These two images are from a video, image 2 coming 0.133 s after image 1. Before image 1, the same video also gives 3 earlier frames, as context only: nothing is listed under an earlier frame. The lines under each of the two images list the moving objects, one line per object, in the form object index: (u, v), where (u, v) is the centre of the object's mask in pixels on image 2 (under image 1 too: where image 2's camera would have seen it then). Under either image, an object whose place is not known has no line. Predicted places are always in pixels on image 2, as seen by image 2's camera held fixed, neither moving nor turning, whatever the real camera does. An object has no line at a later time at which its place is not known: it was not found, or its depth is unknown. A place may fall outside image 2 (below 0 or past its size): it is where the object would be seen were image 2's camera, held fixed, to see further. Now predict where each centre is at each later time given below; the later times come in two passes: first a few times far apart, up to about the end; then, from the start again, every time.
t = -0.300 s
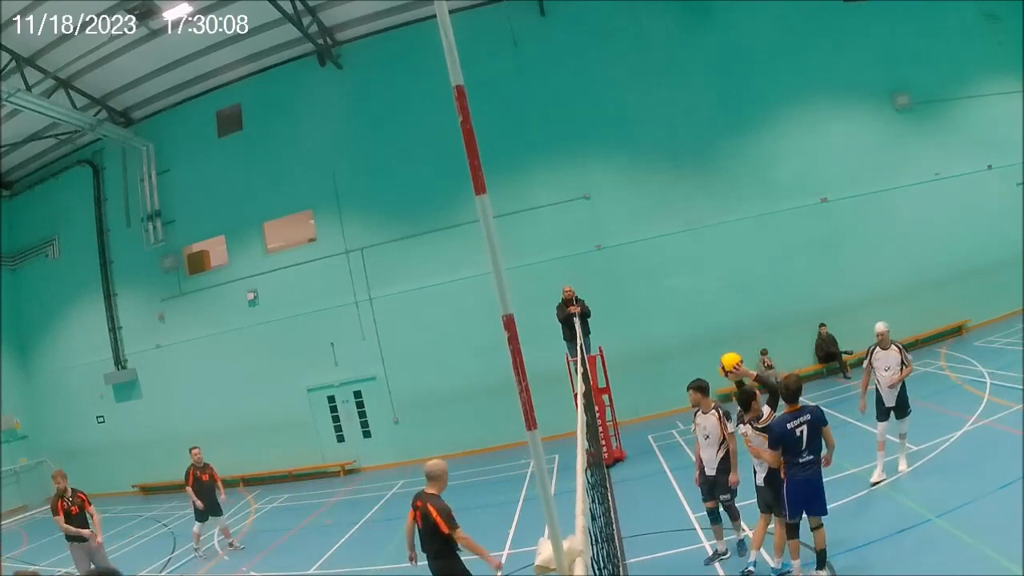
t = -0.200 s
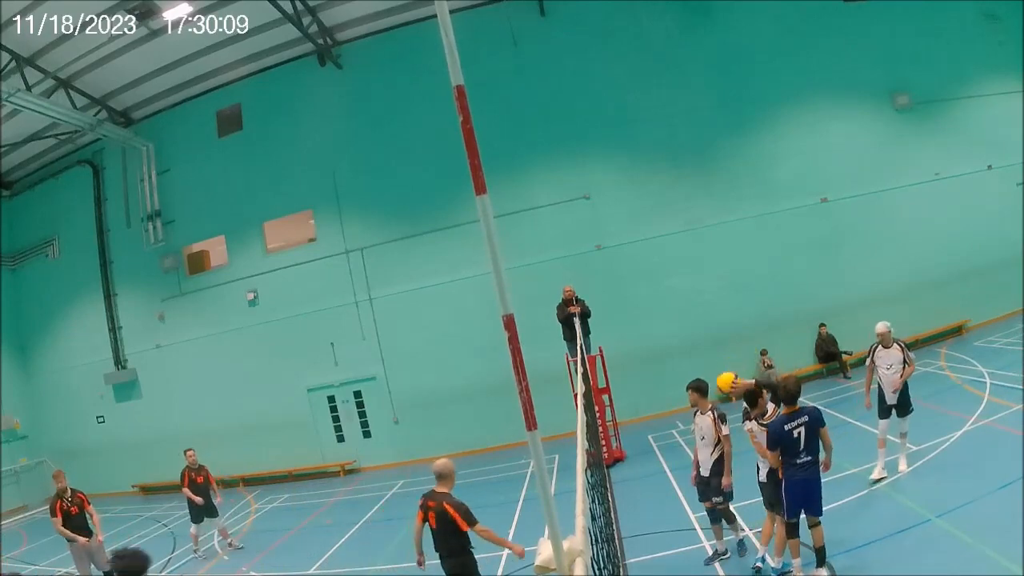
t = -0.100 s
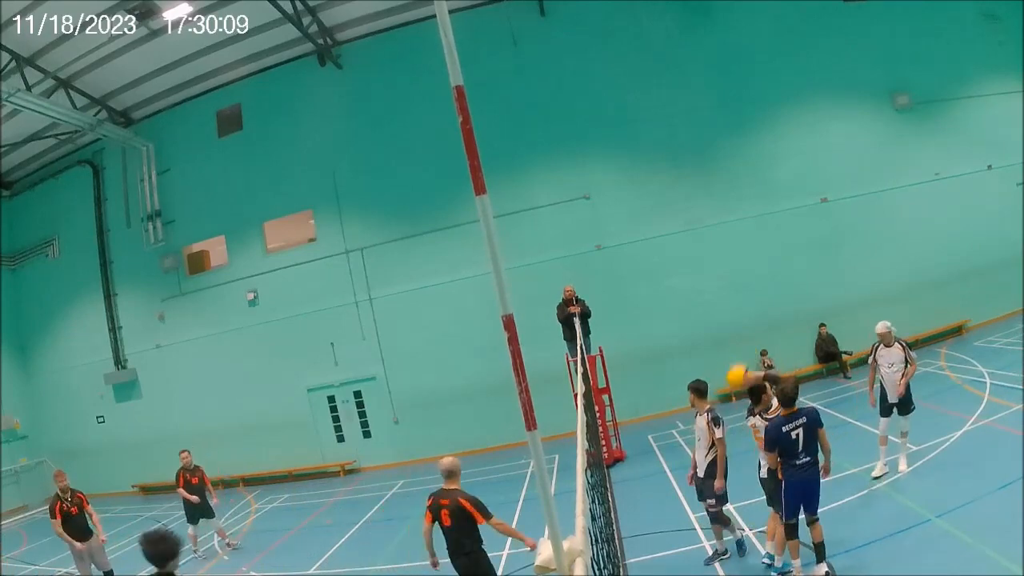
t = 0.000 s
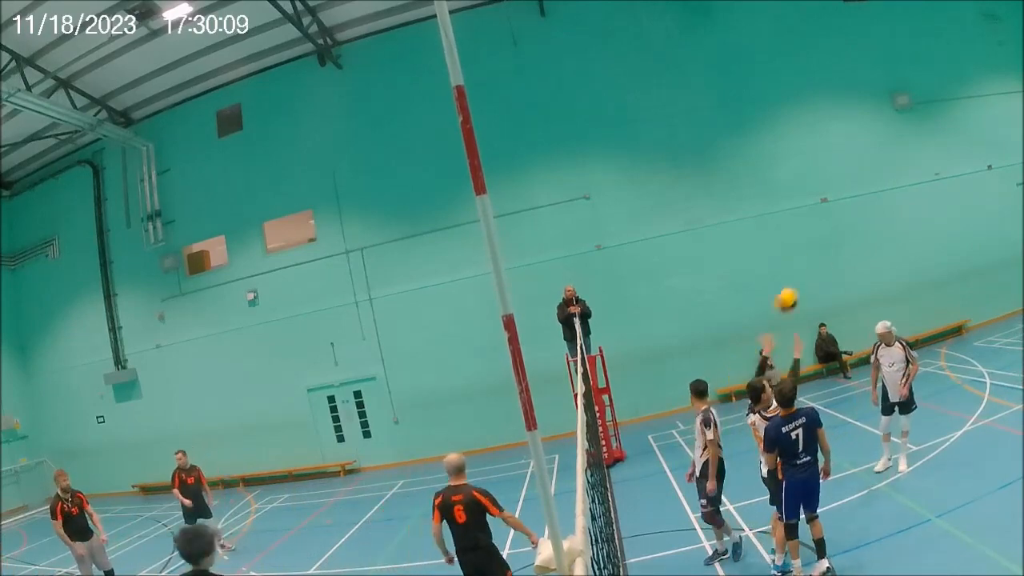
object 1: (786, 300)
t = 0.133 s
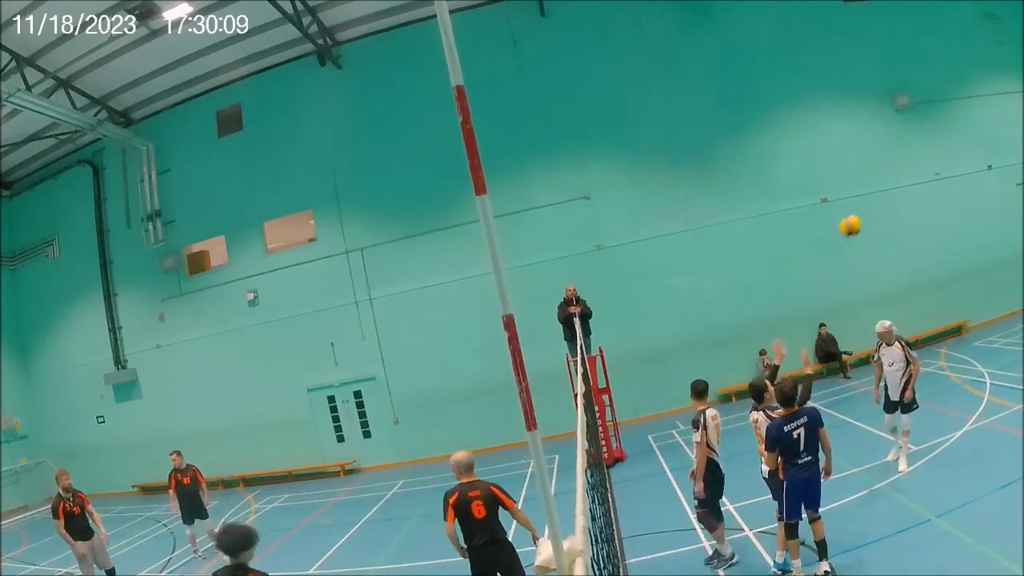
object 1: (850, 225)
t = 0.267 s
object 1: (899, 183)
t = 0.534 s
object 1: (970, 160)
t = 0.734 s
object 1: (1012, 176)
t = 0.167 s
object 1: (863, 213)
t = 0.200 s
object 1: (876, 201)
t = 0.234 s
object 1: (888, 191)
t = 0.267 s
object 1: (899, 183)
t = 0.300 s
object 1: (909, 177)
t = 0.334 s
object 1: (919, 171)
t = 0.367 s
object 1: (928, 167)
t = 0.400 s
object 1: (937, 164)
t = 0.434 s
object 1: (946, 162)
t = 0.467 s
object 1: (954, 160)
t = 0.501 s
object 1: (963, 160)
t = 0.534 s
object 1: (970, 160)
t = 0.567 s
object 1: (978, 161)
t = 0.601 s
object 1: (985, 162)
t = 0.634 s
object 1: (992, 165)
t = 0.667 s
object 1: (998, 168)
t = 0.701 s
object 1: (1005, 171)
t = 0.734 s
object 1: (1012, 176)
